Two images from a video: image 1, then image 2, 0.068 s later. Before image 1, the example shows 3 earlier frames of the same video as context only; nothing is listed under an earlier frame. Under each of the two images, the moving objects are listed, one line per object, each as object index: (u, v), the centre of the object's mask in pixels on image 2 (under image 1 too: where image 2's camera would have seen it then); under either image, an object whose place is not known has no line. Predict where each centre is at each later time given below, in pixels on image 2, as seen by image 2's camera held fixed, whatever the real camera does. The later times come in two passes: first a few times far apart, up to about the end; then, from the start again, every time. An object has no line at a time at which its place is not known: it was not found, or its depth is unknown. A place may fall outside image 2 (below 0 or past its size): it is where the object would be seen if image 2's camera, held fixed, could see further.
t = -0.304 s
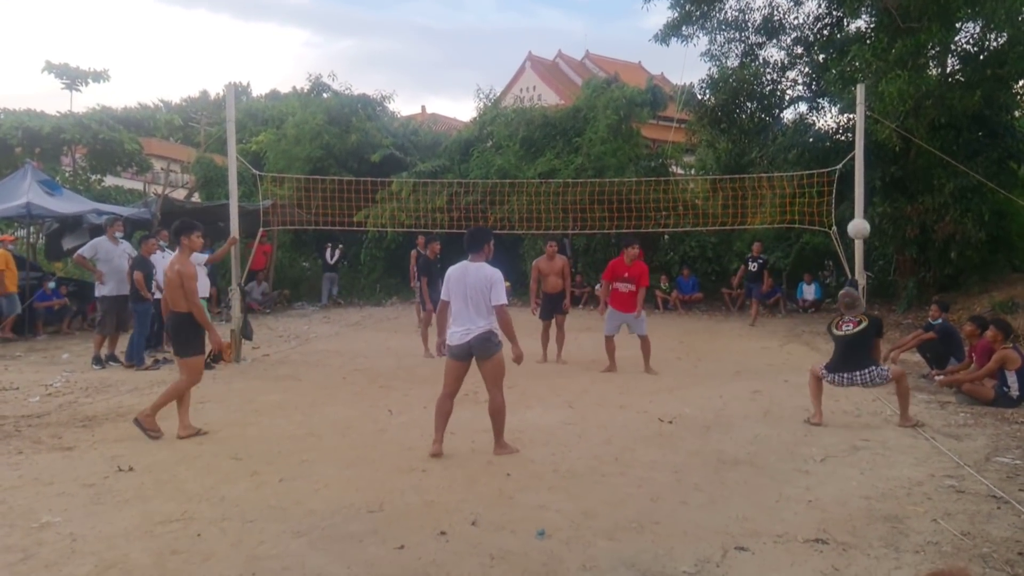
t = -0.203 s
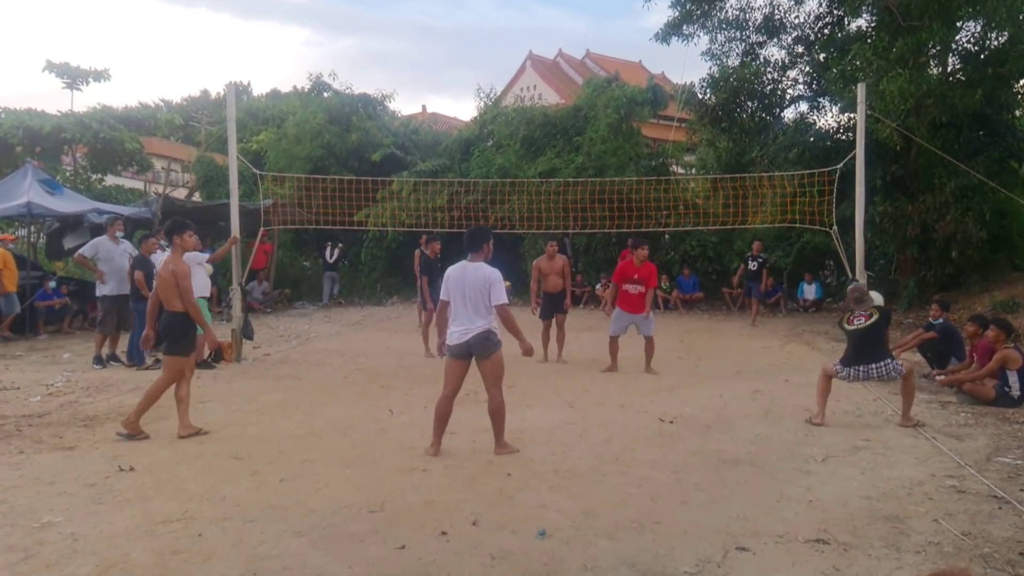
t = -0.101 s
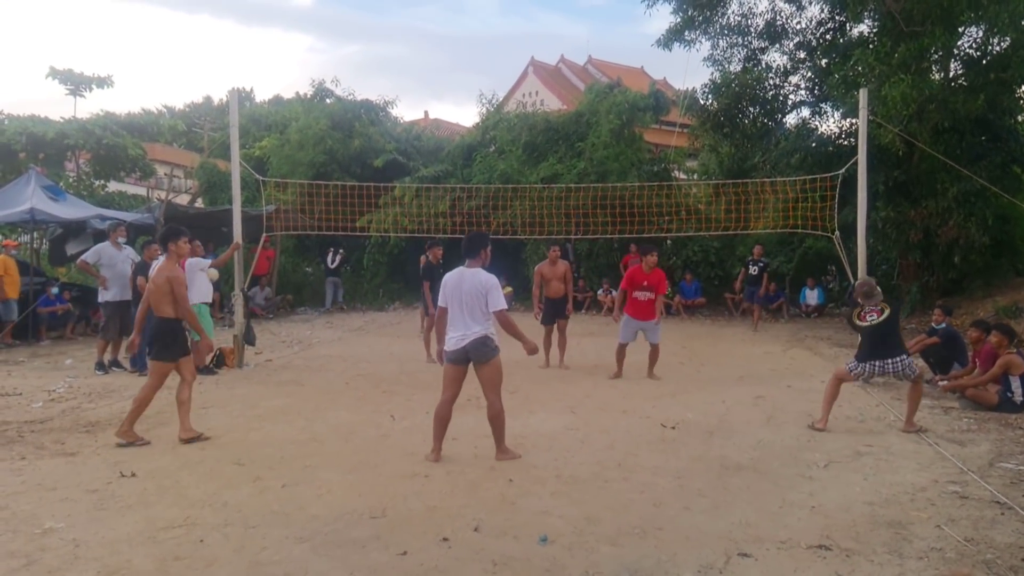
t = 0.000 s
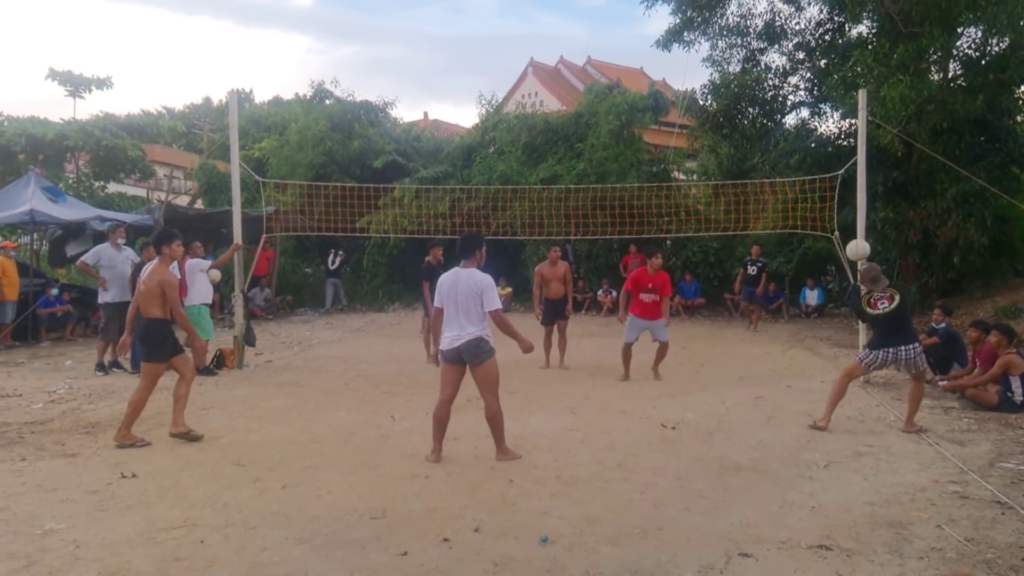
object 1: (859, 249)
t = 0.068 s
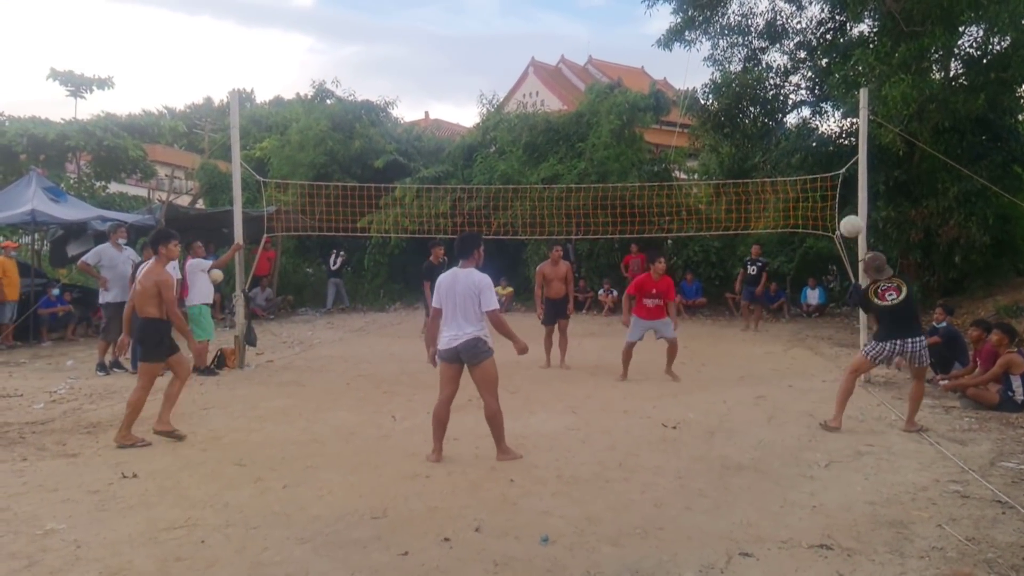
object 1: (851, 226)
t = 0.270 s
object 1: (828, 187)
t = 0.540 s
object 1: (799, 200)
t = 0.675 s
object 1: (784, 233)
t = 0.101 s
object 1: (847, 216)
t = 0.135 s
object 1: (844, 208)
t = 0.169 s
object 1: (840, 201)
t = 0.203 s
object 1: (836, 195)
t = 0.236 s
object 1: (832, 191)
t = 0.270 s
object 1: (828, 187)
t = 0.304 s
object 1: (824, 185)
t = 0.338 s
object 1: (821, 183)
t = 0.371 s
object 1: (817, 184)
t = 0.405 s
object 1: (813, 185)
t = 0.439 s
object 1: (810, 188)
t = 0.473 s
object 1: (806, 191)
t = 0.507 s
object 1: (803, 195)
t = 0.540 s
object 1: (799, 200)
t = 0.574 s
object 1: (795, 207)
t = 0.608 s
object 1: (791, 215)
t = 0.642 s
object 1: (788, 223)
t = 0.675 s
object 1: (784, 233)
